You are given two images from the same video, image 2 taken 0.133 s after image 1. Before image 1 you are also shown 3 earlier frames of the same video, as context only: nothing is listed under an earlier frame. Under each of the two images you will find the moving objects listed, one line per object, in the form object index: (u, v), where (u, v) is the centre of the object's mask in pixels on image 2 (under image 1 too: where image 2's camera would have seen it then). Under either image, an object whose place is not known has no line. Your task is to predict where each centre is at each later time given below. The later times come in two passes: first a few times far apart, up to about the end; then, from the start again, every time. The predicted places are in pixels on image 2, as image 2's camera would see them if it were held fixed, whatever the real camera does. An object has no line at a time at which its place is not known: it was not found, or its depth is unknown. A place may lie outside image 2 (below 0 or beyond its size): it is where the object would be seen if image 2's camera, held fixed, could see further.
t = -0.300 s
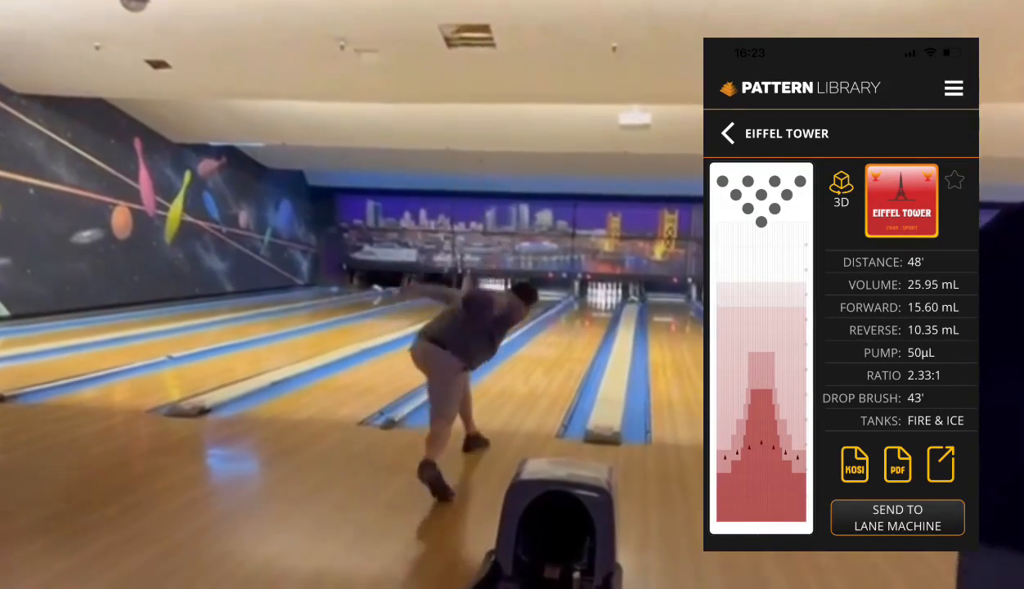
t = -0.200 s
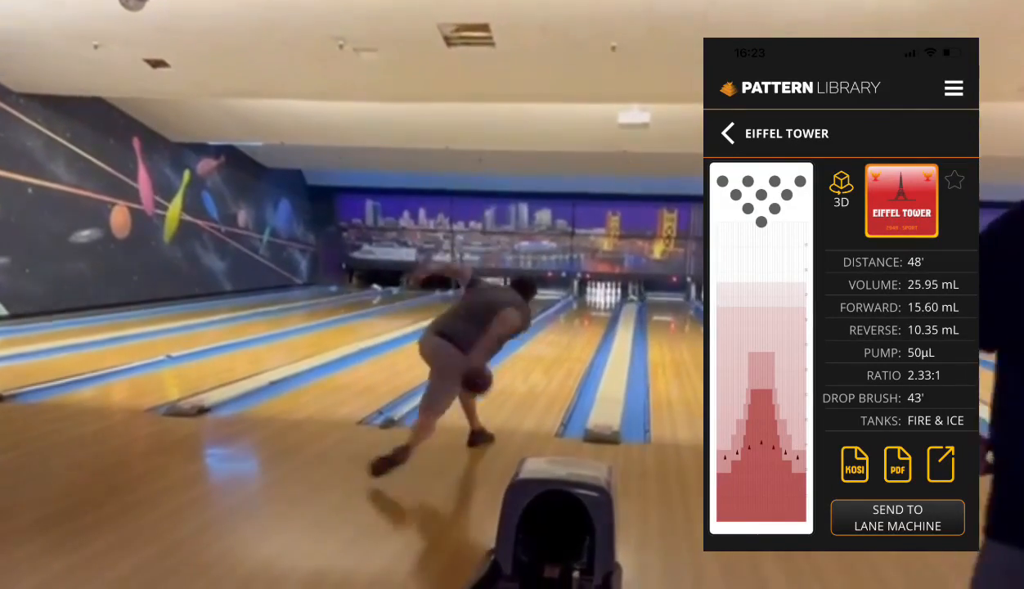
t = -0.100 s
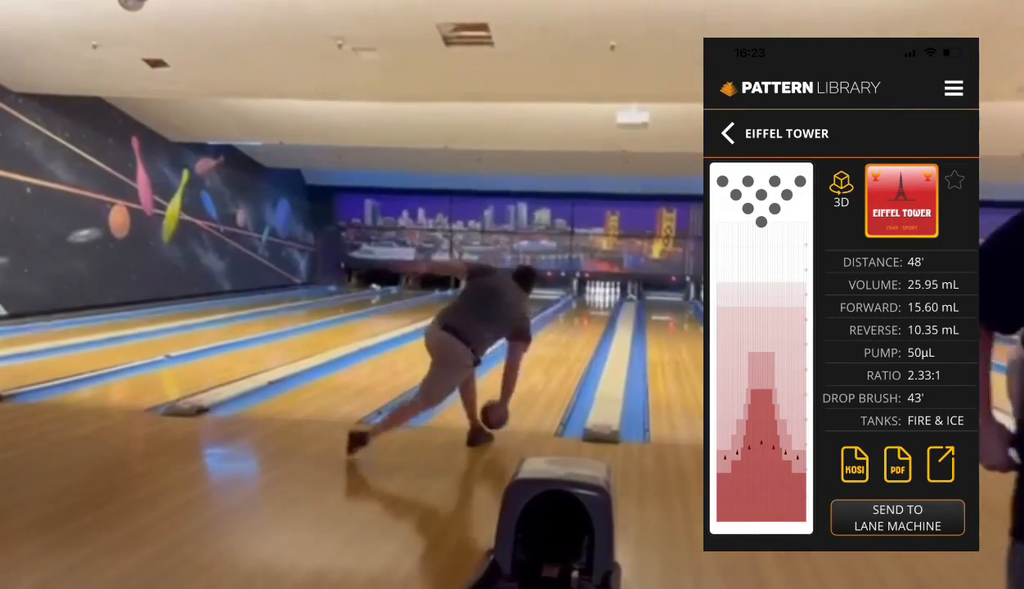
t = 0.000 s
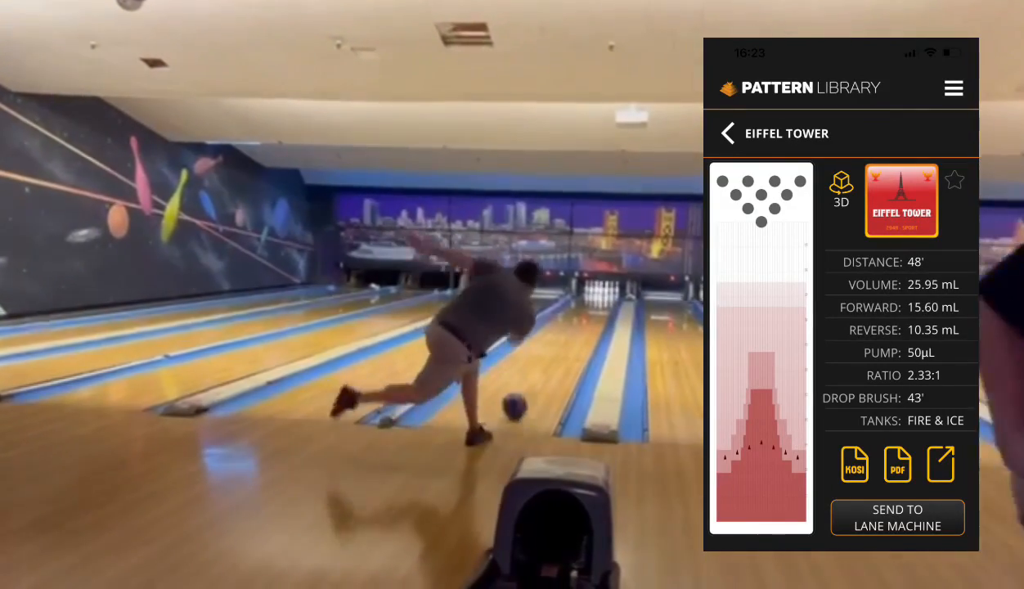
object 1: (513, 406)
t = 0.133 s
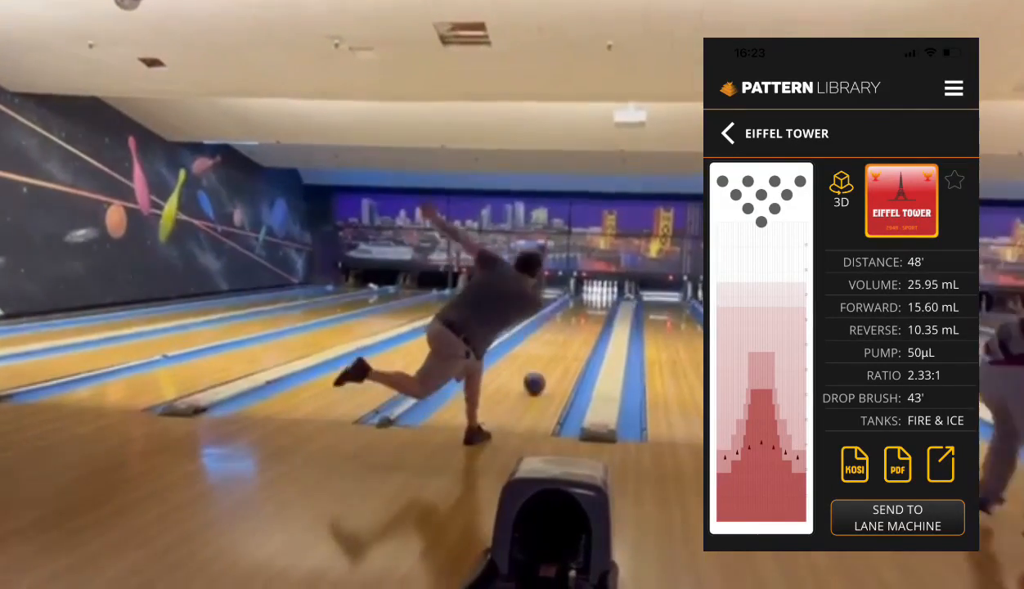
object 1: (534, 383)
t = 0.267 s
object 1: (550, 366)
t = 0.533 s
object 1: (572, 343)
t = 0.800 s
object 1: (586, 327)
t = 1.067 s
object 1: (592, 316)
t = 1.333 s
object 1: (599, 308)
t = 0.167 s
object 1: (539, 379)
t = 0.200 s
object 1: (543, 374)
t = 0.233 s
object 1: (547, 370)
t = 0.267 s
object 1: (550, 366)
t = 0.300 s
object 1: (554, 363)
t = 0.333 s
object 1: (556, 359)
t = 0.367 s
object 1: (559, 356)
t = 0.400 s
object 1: (562, 353)
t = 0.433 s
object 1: (565, 350)
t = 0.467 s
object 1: (567, 348)
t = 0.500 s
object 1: (570, 345)
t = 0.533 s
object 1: (572, 343)
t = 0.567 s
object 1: (574, 340)
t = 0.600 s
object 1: (576, 338)
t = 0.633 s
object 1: (578, 336)
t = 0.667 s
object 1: (579, 334)
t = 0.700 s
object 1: (581, 332)
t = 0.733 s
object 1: (582, 331)
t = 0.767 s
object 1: (584, 329)
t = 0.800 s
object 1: (586, 327)
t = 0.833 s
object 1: (587, 326)
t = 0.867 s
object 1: (588, 325)
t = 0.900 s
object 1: (589, 321)
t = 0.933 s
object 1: (590, 321)
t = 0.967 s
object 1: (591, 319)
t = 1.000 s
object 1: (592, 318)
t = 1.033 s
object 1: (592, 317)
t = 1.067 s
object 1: (592, 316)
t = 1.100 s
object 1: (594, 314)
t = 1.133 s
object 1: (595, 313)
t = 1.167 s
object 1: (595, 313)
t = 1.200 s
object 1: (596, 311)
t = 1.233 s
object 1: (597, 311)
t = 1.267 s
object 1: (597, 310)
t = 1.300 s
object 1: (598, 310)
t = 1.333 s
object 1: (599, 308)
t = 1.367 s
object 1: (599, 308)
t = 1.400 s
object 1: (599, 306)
